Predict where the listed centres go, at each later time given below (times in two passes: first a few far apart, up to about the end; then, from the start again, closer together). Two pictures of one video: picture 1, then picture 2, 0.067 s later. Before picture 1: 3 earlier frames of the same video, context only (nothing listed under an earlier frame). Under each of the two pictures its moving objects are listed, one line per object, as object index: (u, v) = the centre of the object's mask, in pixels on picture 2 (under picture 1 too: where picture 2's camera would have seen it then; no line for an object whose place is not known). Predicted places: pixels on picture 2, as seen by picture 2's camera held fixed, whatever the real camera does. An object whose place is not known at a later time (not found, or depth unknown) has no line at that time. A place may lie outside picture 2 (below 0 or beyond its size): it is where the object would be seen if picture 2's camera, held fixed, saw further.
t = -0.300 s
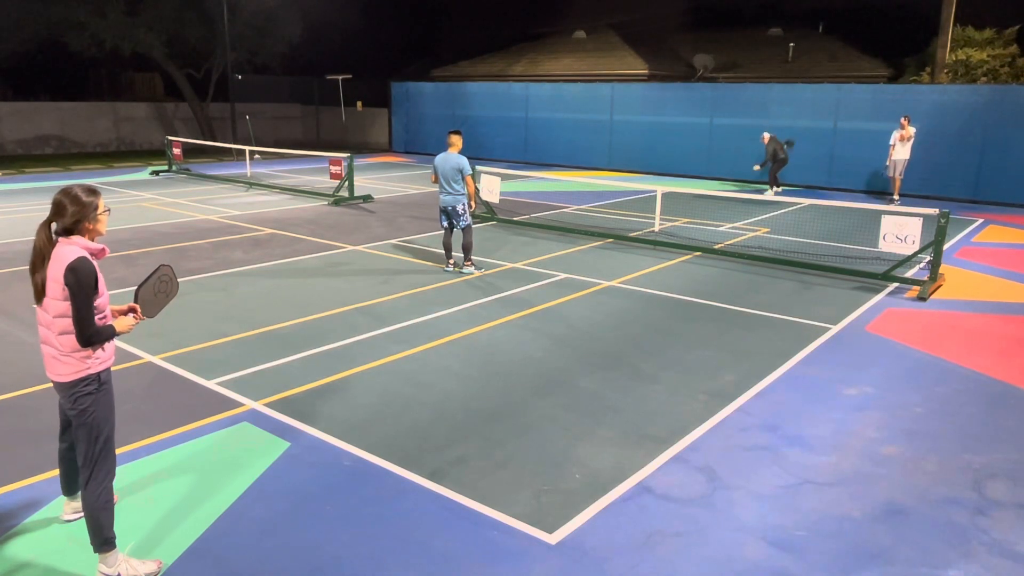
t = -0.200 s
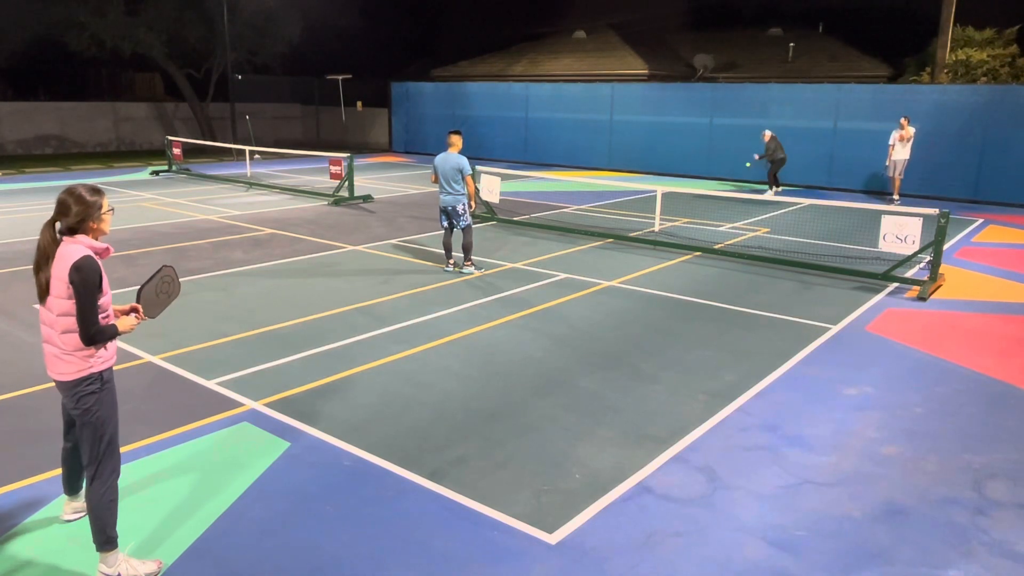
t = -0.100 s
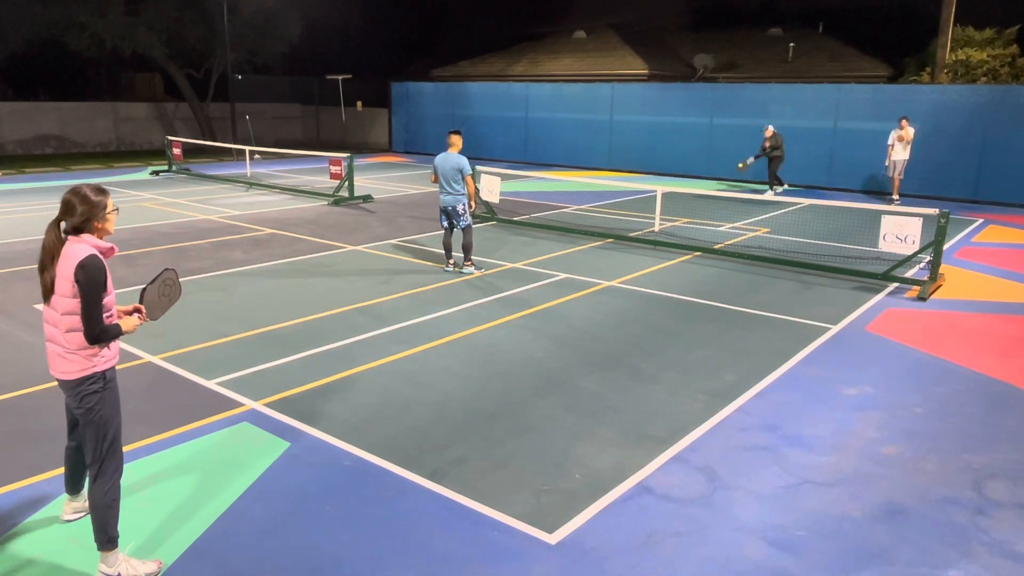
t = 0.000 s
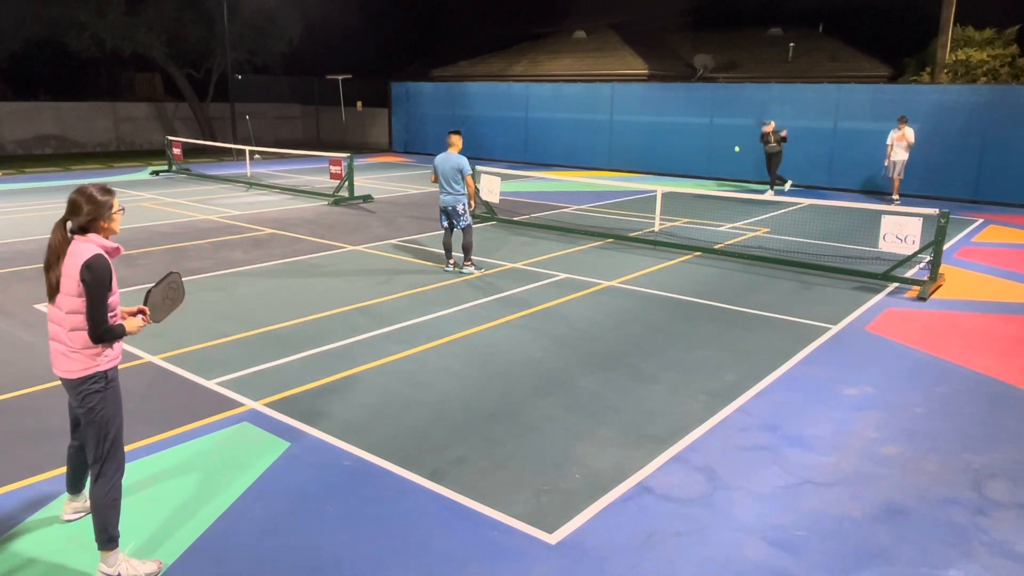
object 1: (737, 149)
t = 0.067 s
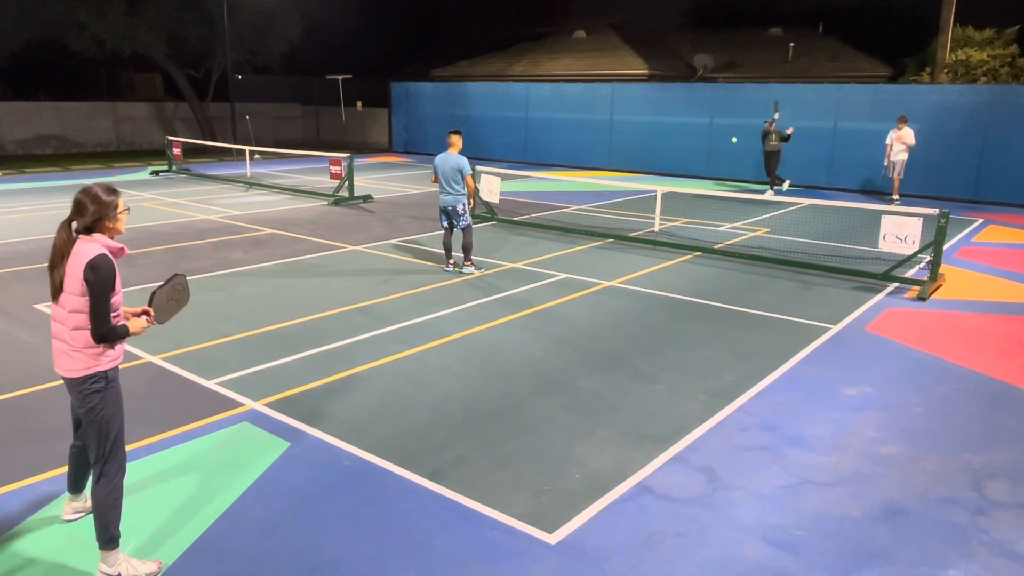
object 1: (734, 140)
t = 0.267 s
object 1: (723, 130)
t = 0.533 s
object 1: (696, 178)
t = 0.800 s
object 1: (646, 357)
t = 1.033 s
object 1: (610, 357)
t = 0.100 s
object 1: (733, 136)
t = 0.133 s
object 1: (731, 133)
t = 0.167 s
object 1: (729, 131)
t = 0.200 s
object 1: (727, 130)
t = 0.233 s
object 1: (725, 129)
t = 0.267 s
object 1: (723, 130)
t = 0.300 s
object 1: (720, 131)
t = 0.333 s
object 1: (717, 133)
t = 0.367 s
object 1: (714, 137)
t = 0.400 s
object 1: (711, 142)
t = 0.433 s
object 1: (708, 149)
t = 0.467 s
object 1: (704, 157)
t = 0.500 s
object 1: (700, 166)
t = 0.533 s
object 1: (696, 178)
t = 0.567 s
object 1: (691, 193)
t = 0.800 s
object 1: (646, 357)
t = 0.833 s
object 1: (642, 357)
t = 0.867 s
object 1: (638, 353)
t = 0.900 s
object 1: (633, 350)
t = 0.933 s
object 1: (628, 348)
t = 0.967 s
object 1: (623, 349)
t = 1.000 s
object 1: (617, 351)
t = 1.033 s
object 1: (610, 357)
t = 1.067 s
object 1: (603, 364)
